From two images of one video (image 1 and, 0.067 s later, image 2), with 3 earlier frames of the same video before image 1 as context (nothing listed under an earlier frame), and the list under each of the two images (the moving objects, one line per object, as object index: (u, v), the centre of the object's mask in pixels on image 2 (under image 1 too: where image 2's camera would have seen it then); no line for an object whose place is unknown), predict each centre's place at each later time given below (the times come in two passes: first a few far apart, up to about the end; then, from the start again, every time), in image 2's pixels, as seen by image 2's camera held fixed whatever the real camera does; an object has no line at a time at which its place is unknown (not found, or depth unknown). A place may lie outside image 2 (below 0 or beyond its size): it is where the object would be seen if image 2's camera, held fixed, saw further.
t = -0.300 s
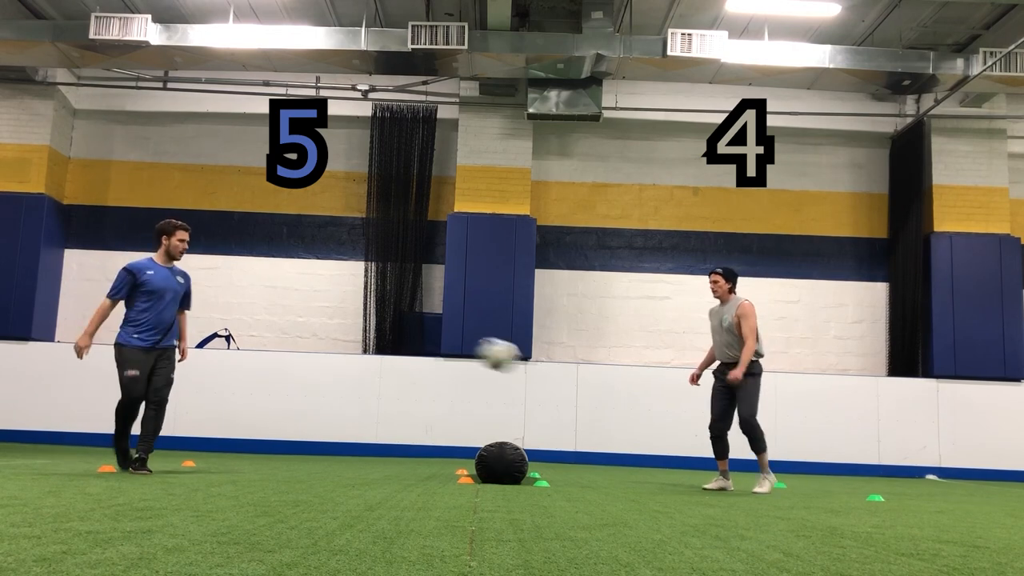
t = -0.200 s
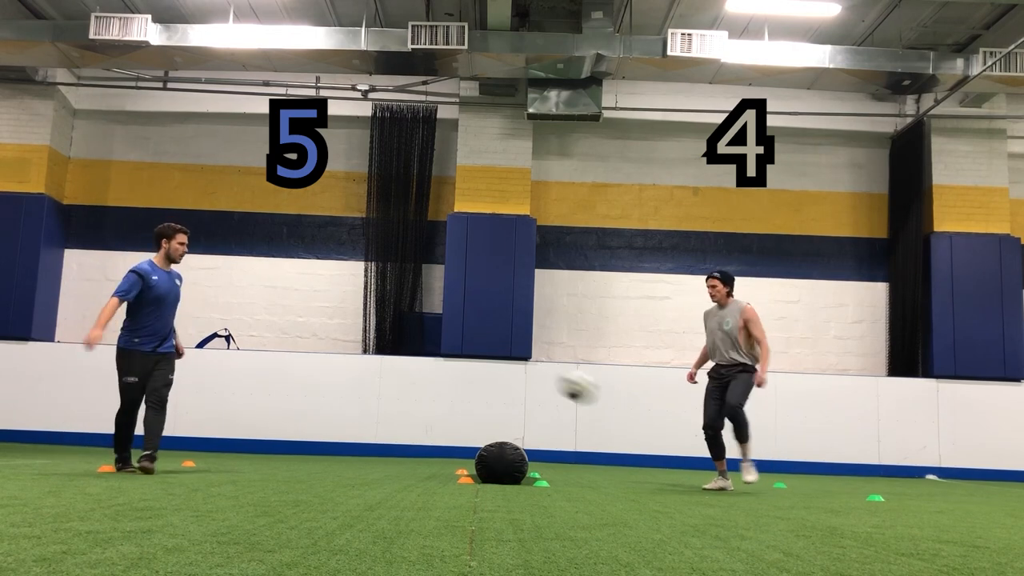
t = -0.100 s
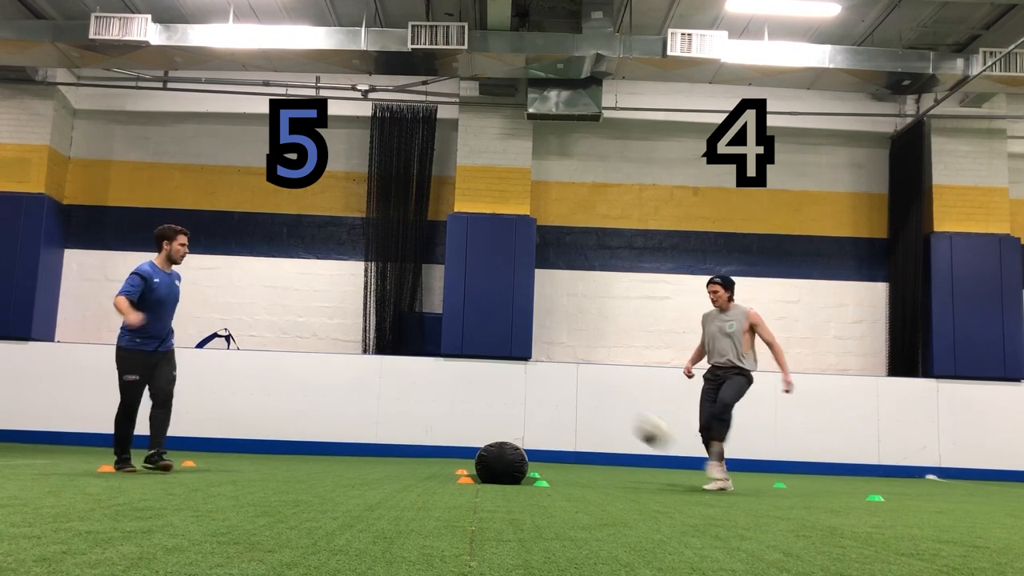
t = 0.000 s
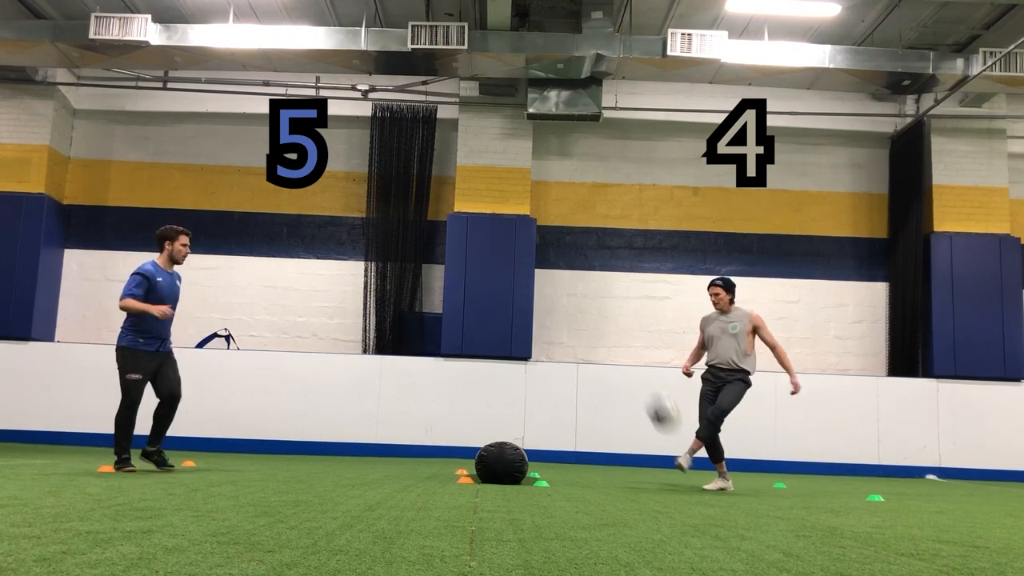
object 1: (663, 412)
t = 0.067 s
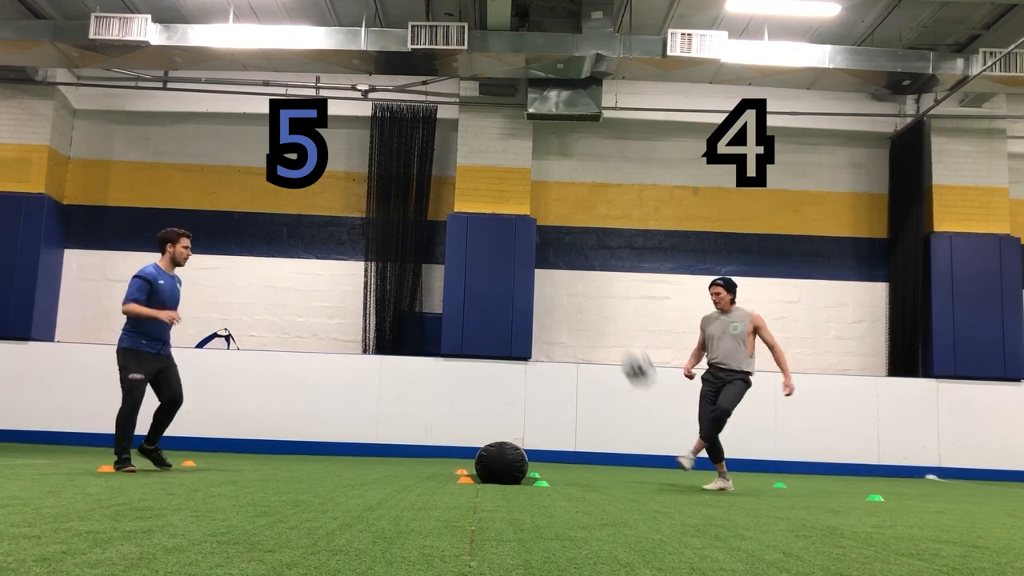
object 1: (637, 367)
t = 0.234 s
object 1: (572, 280)
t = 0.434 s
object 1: (489, 224)
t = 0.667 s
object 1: (380, 227)
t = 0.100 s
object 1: (625, 346)
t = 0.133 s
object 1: (611, 329)
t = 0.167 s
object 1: (598, 310)
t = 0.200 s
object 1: (585, 295)
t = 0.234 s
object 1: (572, 280)
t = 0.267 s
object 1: (559, 267)
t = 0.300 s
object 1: (546, 256)
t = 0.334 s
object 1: (532, 246)
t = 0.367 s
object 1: (517, 237)
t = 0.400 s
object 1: (504, 230)
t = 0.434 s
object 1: (489, 224)
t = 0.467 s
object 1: (475, 219)
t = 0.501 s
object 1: (459, 216)
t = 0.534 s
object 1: (443, 215)
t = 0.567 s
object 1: (429, 215)
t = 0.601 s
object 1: (413, 218)
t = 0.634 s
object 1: (397, 221)
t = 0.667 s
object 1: (380, 227)
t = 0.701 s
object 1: (363, 233)
